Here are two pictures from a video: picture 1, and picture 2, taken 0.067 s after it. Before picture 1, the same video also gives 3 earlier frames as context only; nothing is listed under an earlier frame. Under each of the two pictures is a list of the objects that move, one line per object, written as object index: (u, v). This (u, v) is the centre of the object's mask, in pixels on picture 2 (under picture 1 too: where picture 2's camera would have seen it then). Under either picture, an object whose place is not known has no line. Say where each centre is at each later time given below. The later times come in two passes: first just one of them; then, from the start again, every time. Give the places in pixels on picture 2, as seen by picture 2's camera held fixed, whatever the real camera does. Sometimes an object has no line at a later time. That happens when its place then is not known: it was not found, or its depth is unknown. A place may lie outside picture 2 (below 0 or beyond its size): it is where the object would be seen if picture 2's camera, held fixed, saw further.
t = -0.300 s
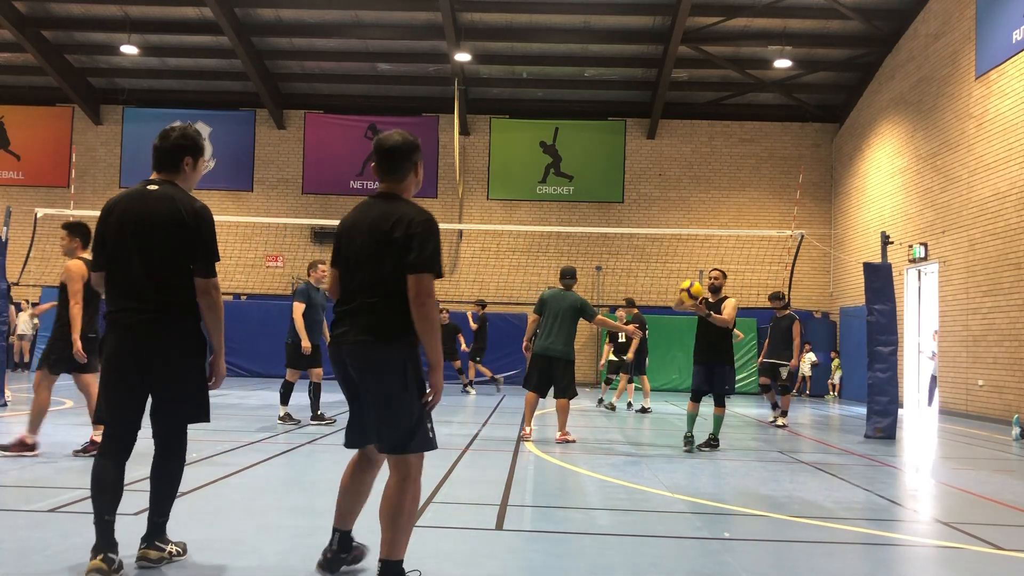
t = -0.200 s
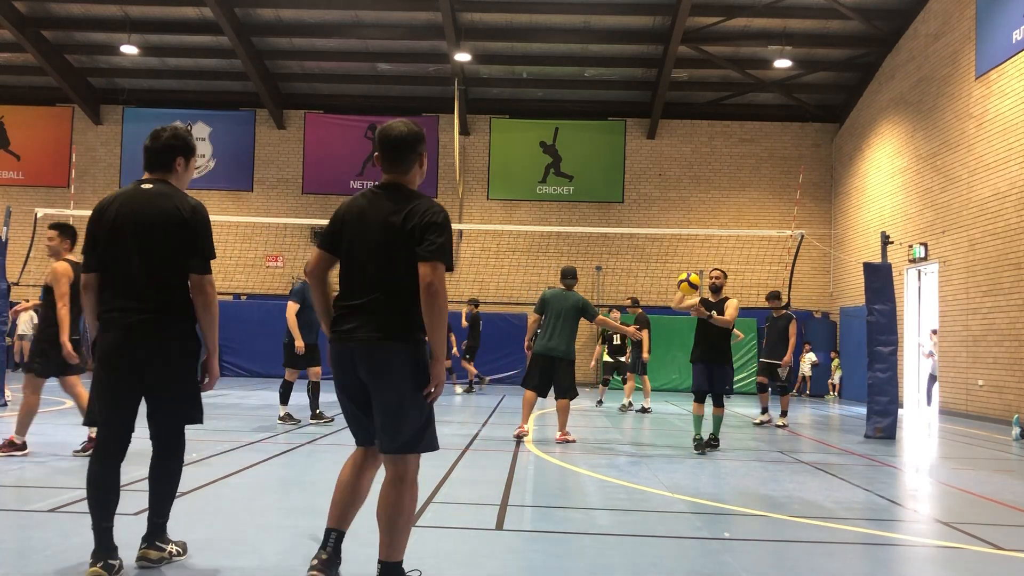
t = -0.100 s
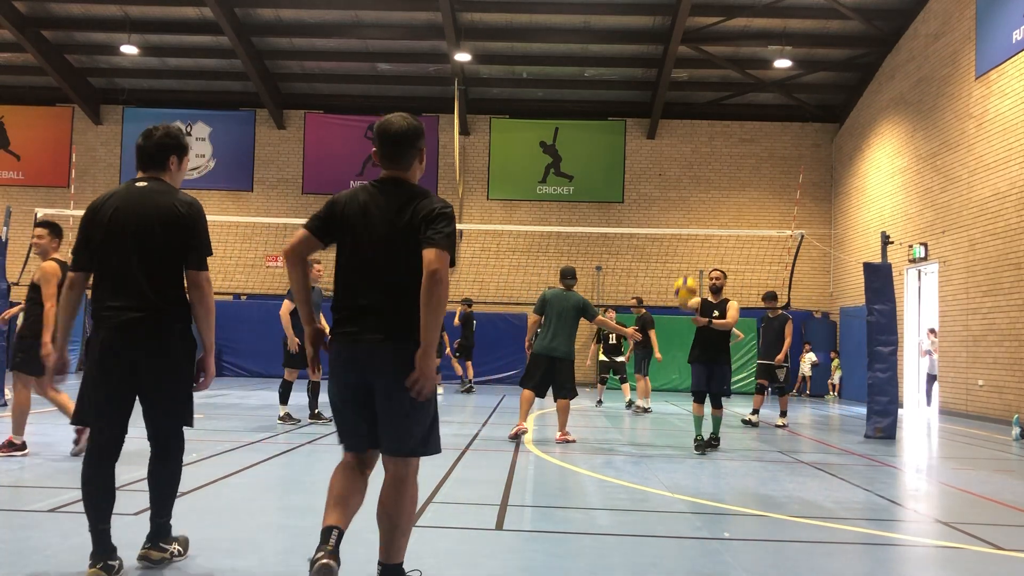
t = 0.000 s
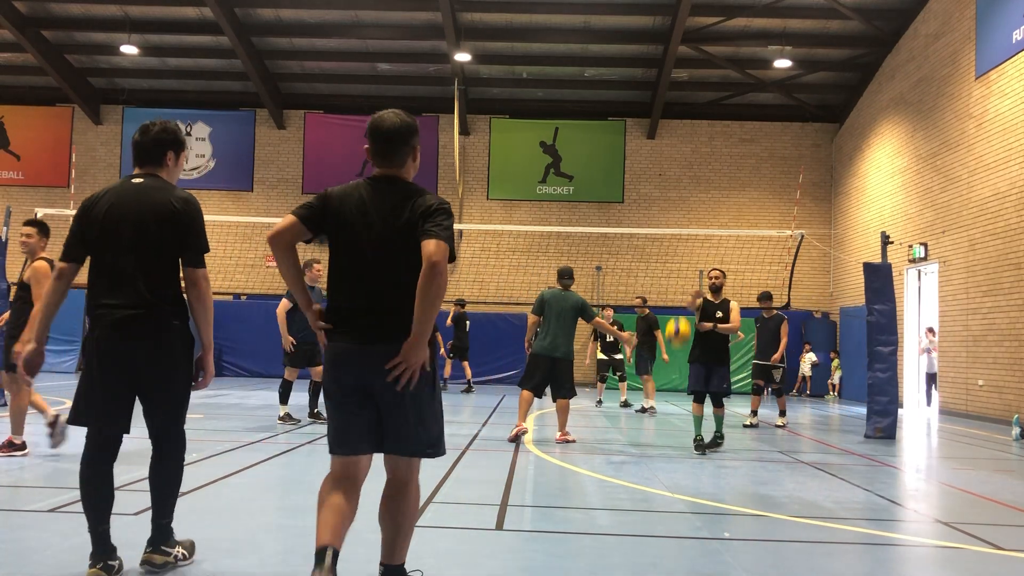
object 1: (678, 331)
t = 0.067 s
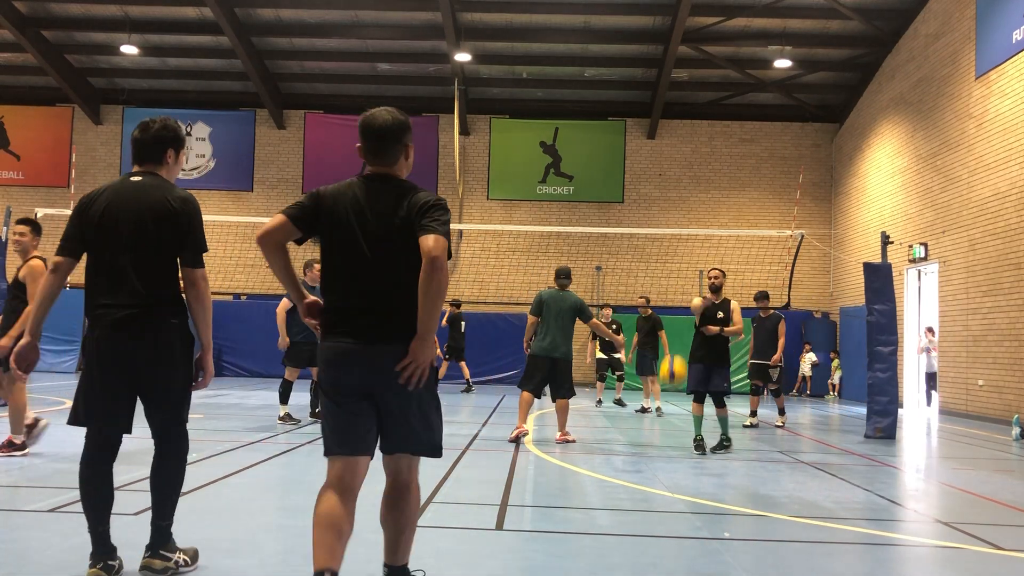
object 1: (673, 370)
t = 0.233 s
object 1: (661, 443)
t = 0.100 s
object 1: (671, 393)
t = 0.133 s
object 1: (668, 424)
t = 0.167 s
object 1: (665, 453)
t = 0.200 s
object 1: (663, 467)
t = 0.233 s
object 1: (661, 443)
